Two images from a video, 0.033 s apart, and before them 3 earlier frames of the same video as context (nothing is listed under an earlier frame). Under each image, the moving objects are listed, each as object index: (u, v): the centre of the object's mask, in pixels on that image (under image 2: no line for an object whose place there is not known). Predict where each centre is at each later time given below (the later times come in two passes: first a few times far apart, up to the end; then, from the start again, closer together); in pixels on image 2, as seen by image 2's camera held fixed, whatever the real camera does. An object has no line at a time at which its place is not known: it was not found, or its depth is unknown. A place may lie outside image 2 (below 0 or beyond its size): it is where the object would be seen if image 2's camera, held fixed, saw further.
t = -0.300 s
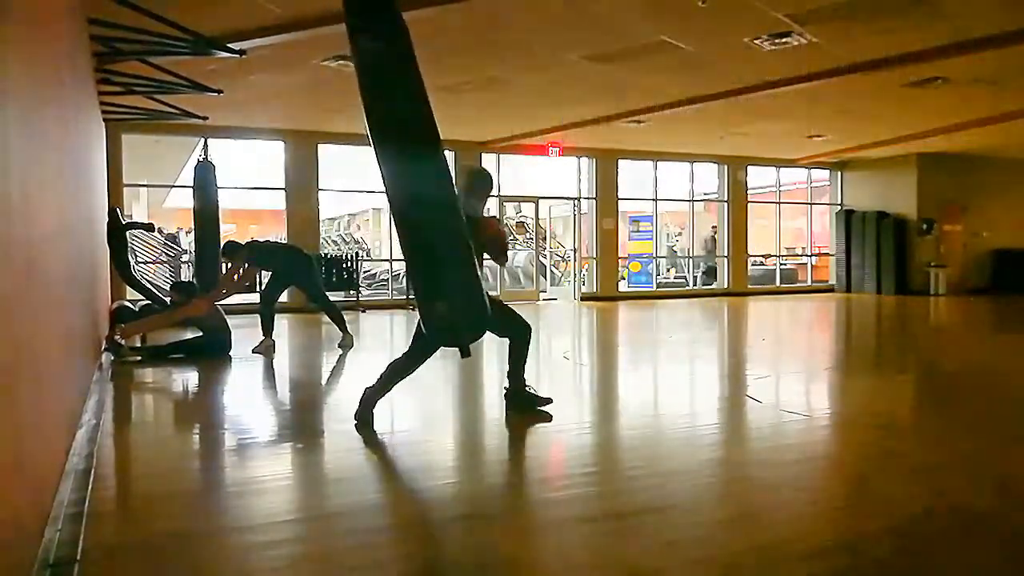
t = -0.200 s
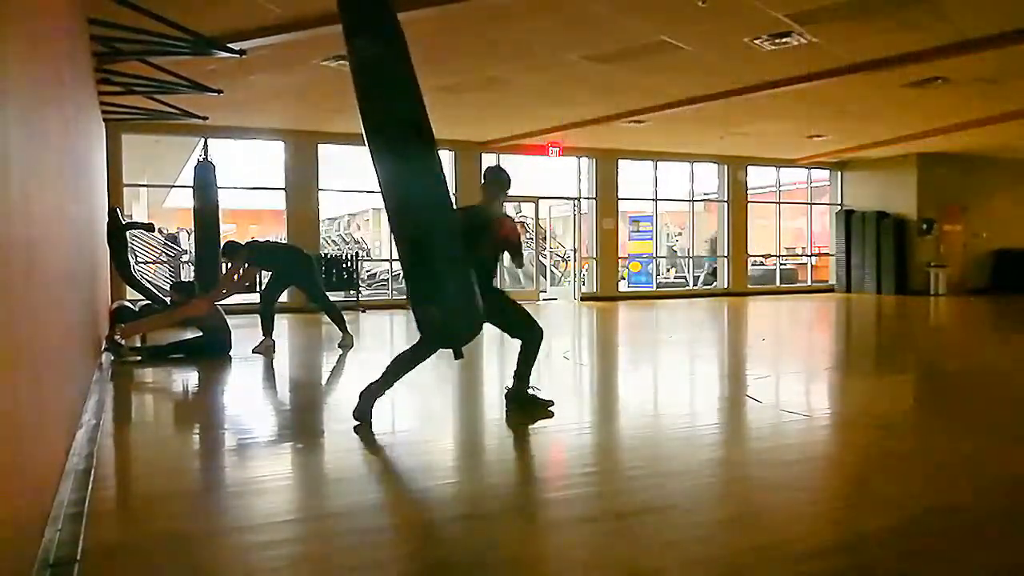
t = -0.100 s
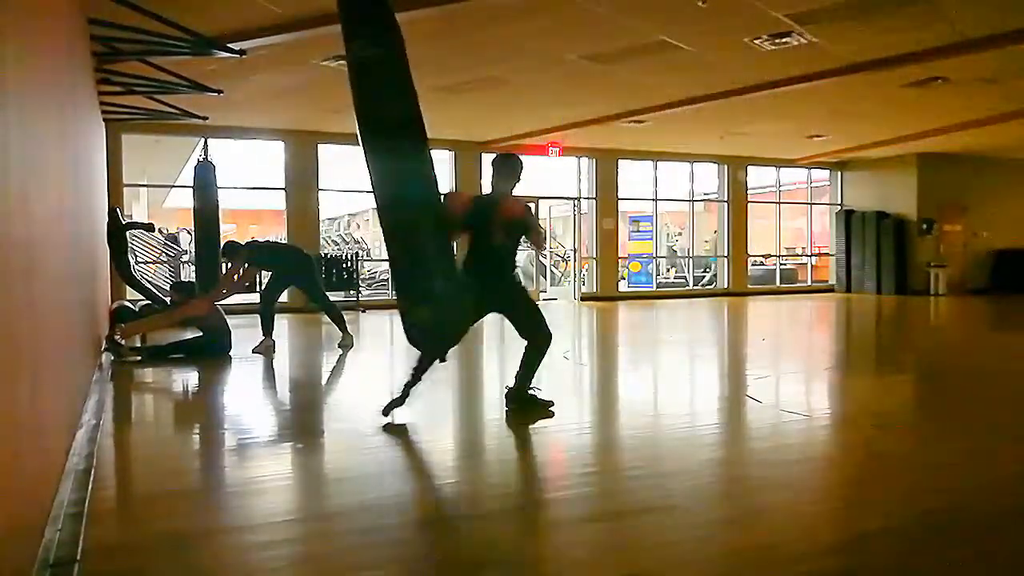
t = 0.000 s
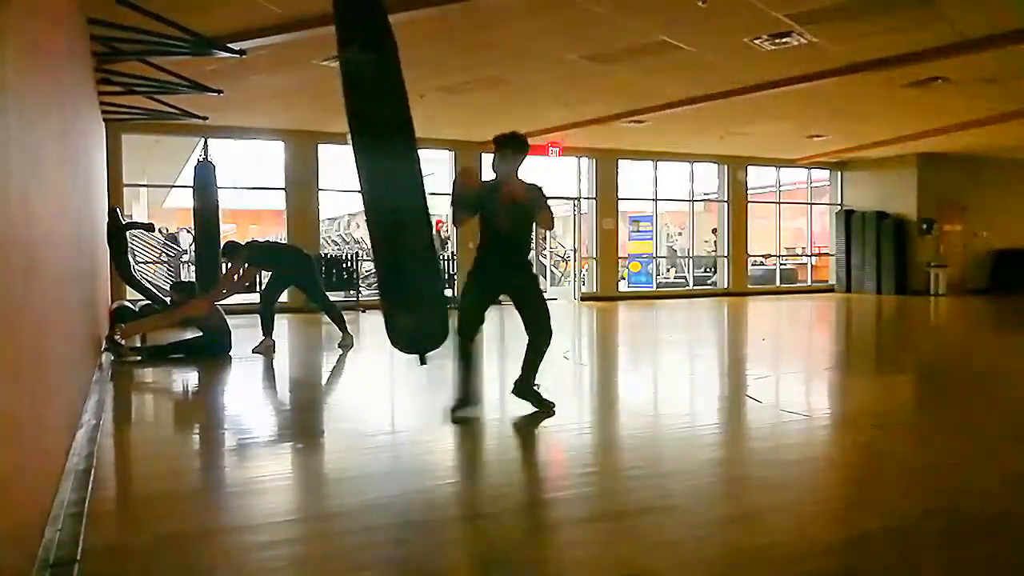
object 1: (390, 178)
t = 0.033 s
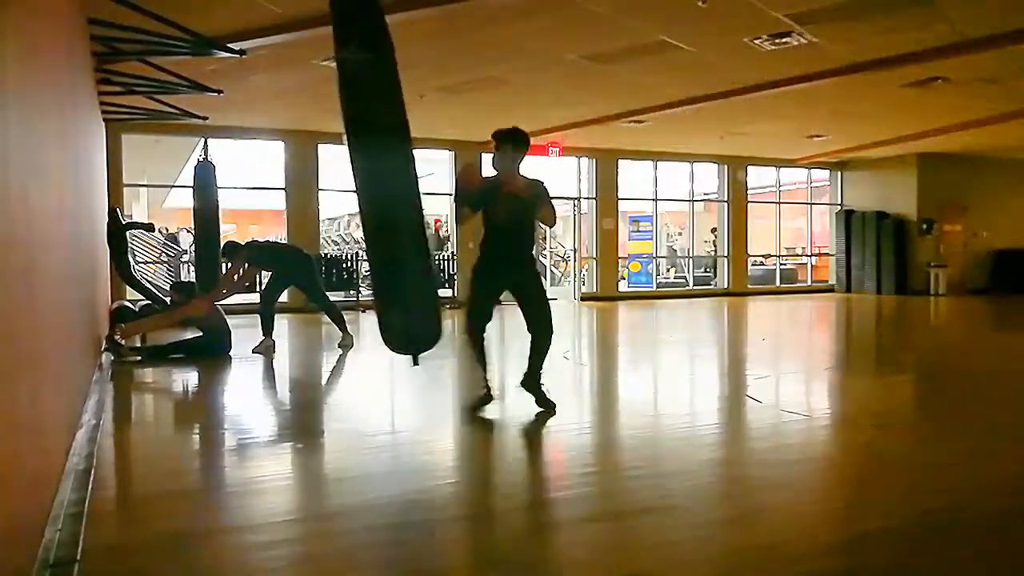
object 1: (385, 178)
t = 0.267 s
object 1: (347, 179)
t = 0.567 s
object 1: (303, 177)
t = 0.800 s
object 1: (272, 172)
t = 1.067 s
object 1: (264, 173)
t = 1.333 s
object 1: (283, 178)
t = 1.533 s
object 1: (314, 183)
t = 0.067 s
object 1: (380, 178)
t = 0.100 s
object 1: (375, 179)
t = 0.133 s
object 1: (370, 179)
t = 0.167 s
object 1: (365, 178)
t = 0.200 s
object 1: (359, 180)
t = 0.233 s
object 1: (353, 181)
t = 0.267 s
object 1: (347, 179)
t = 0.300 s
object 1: (342, 178)
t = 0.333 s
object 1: (335, 179)
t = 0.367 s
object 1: (330, 179)
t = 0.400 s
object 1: (325, 178)
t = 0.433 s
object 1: (319, 177)
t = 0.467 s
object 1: (313, 180)
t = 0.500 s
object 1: (308, 178)
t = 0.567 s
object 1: (303, 177)
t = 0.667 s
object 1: (285, 174)
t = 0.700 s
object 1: (281, 173)
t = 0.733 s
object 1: (278, 173)
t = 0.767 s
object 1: (275, 173)
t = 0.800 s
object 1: (272, 172)
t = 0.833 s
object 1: (272, 167)
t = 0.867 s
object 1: (267, 172)
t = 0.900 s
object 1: (265, 172)
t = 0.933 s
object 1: (264, 172)
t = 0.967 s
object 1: (264, 172)
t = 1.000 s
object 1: (263, 173)
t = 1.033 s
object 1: (263, 173)
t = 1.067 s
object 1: (264, 173)
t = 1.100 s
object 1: (264, 174)
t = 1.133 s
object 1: (265, 175)
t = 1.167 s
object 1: (268, 175)
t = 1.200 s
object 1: (270, 175)
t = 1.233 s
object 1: (274, 172)
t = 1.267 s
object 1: (275, 178)
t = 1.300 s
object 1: (279, 178)
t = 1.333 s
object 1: (283, 178)
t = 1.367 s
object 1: (287, 180)
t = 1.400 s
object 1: (292, 181)
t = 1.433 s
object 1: (297, 182)
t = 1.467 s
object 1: (302, 183)
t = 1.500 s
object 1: (308, 183)
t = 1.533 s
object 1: (314, 183)
